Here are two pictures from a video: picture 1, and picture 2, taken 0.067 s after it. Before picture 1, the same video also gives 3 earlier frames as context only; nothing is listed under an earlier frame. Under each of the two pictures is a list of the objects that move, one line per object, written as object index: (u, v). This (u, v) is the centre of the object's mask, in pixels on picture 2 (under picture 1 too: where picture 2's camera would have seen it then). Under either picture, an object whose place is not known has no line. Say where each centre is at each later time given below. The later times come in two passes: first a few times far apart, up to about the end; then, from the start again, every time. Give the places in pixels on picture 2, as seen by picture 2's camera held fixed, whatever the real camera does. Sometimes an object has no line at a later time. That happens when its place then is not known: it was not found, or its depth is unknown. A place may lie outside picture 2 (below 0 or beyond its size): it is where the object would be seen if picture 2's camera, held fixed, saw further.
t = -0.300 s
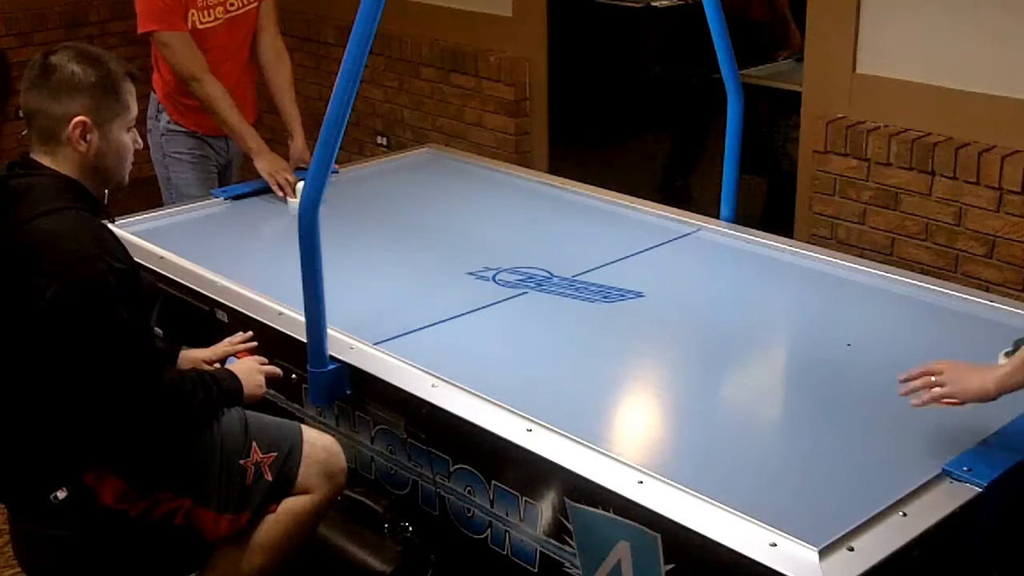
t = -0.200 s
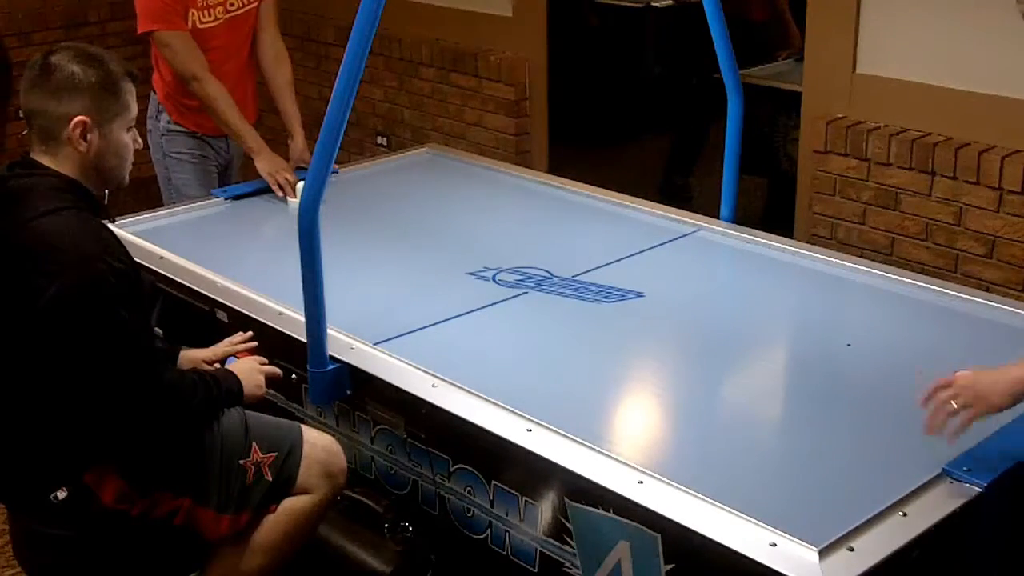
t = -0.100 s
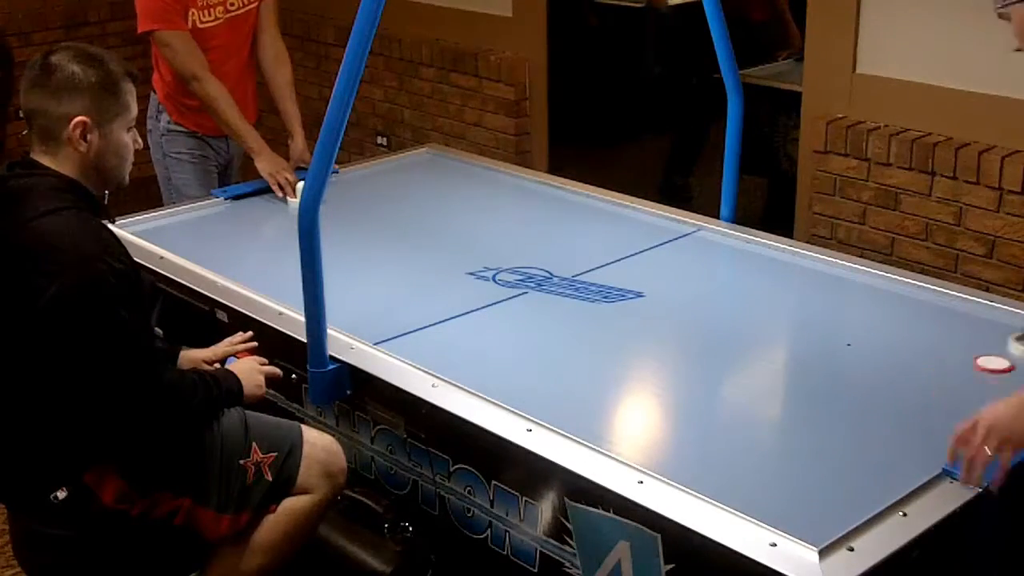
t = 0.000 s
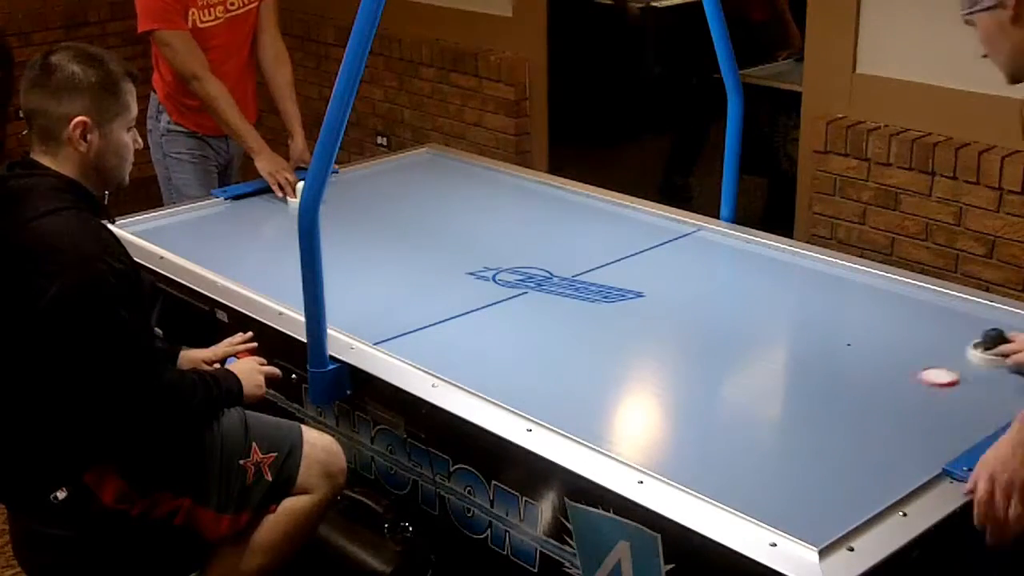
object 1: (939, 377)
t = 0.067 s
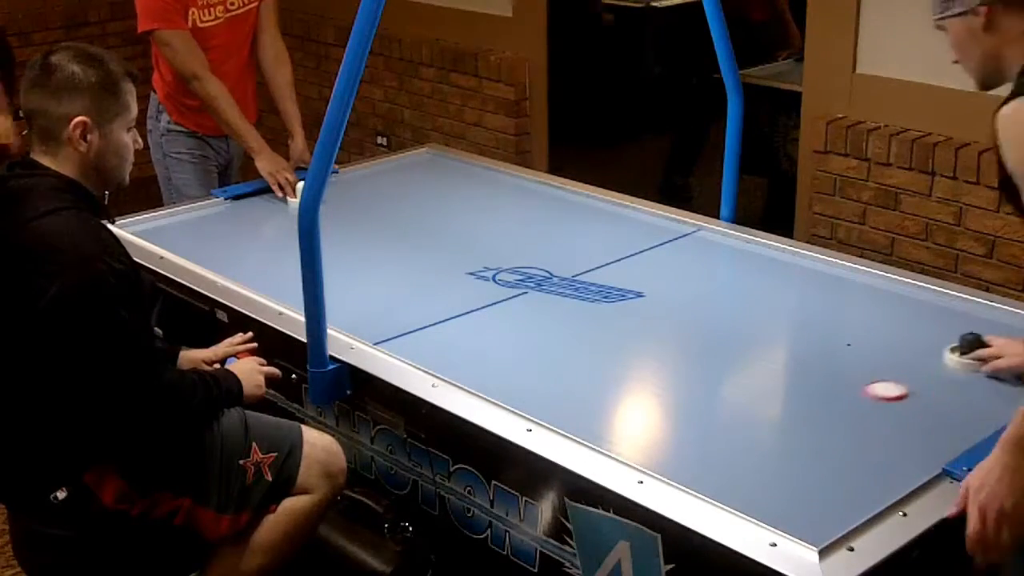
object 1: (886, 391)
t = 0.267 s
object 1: (719, 432)
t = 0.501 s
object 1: (684, 414)
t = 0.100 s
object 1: (859, 397)
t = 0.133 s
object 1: (834, 404)
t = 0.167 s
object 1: (805, 411)
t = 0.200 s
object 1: (777, 418)
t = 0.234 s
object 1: (749, 425)
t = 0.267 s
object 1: (719, 432)
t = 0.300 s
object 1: (689, 439)
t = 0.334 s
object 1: (661, 447)
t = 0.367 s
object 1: (630, 452)
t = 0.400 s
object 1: (641, 444)
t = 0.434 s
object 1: (656, 434)
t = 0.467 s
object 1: (669, 423)
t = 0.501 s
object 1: (684, 414)
